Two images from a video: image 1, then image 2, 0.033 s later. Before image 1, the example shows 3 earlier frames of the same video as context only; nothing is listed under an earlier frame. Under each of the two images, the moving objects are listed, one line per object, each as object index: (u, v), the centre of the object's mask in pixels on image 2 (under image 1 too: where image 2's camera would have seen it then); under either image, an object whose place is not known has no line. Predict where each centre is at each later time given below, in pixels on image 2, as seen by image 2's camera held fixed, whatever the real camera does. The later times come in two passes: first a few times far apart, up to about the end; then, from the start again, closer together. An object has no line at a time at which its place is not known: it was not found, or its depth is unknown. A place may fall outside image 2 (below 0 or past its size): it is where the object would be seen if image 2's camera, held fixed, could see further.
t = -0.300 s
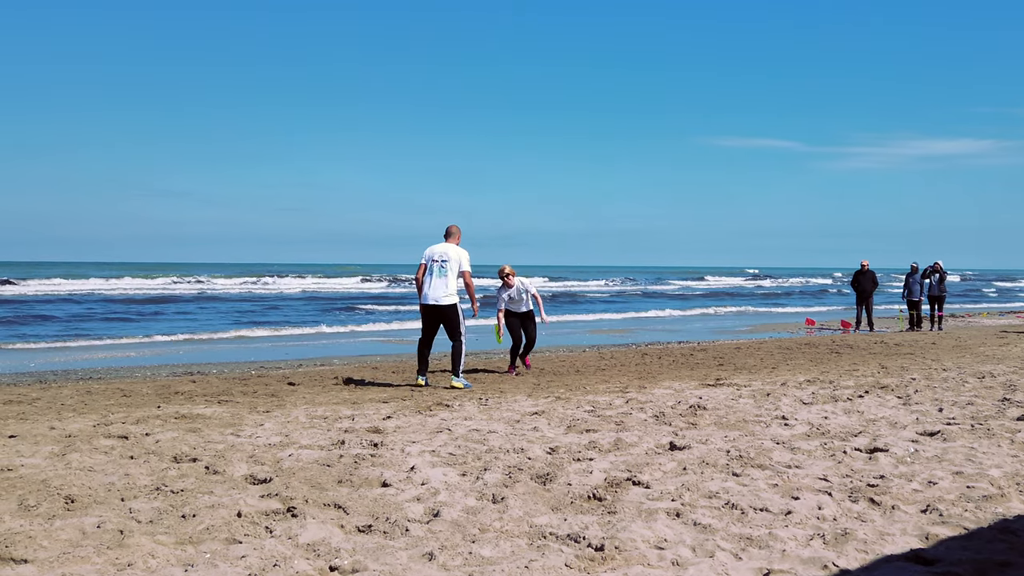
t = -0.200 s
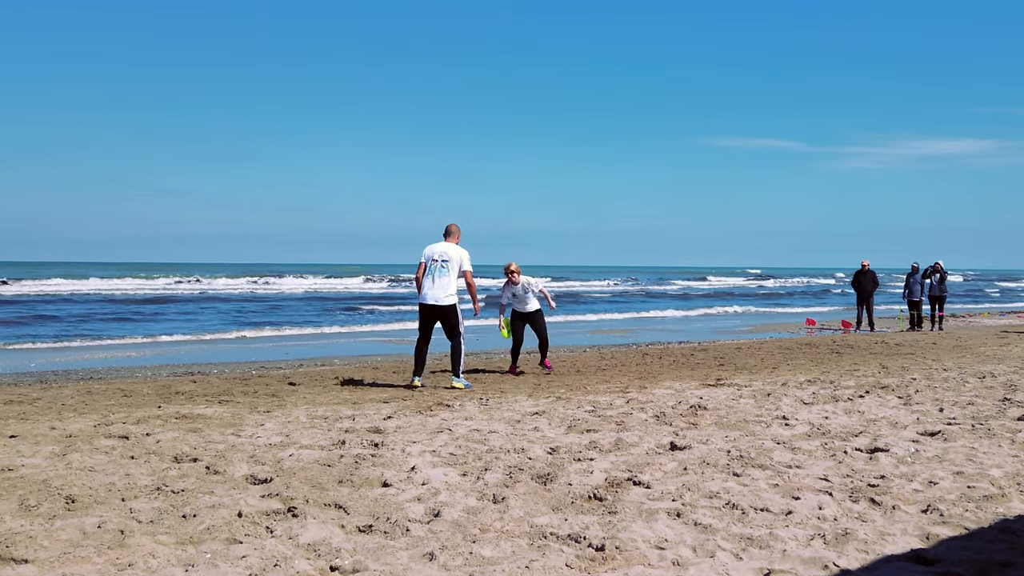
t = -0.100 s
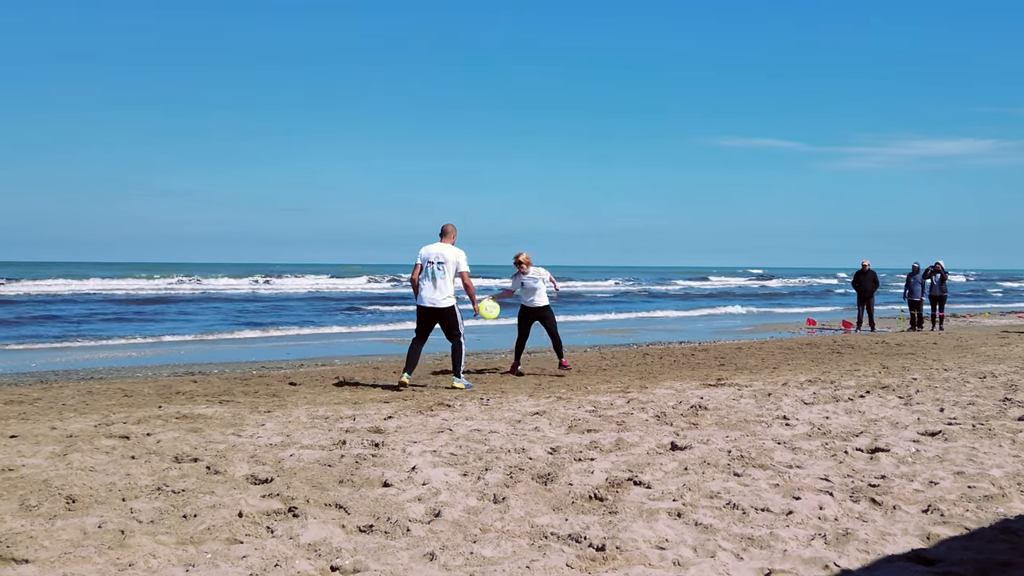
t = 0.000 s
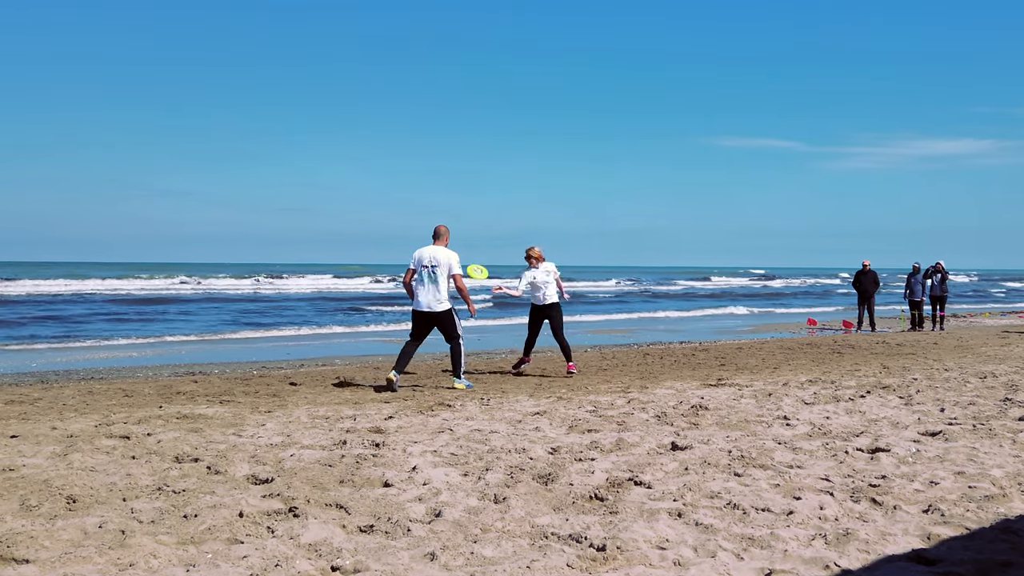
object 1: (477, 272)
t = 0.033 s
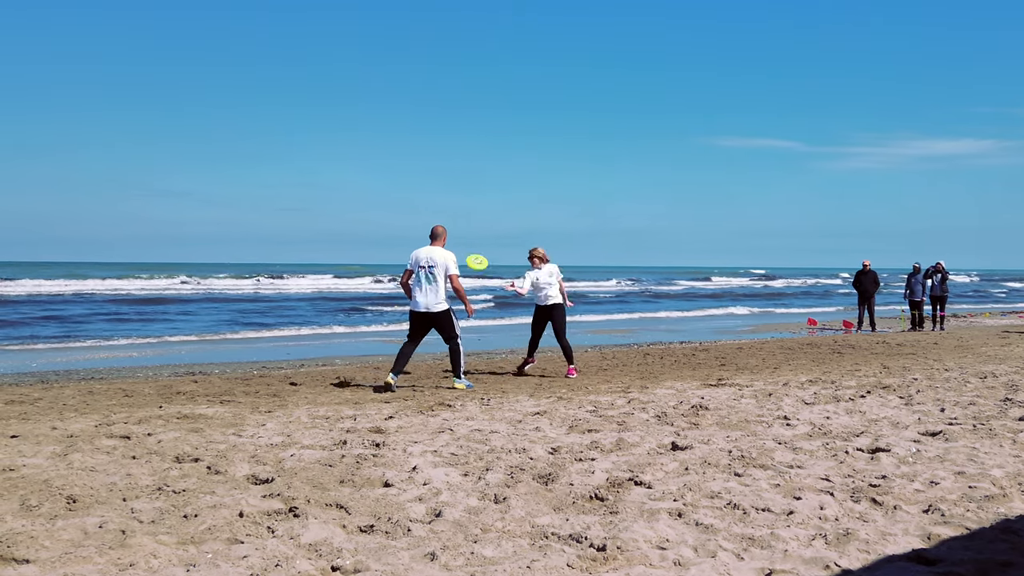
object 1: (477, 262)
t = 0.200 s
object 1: (473, 228)
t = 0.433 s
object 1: (467, 219)
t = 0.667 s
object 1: (462, 249)
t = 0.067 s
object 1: (476, 253)
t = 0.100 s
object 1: (475, 245)
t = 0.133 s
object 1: (474, 239)
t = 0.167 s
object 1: (473, 233)
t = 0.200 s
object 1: (473, 228)
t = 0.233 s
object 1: (472, 224)
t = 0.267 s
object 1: (471, 221)
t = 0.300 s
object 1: (470, 219)
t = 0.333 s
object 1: (469, 217)
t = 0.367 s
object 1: (468, 217)
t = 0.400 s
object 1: (467, 217)
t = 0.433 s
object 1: (467, 219)
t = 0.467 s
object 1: (466, 221)
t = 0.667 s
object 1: (462, 249)
